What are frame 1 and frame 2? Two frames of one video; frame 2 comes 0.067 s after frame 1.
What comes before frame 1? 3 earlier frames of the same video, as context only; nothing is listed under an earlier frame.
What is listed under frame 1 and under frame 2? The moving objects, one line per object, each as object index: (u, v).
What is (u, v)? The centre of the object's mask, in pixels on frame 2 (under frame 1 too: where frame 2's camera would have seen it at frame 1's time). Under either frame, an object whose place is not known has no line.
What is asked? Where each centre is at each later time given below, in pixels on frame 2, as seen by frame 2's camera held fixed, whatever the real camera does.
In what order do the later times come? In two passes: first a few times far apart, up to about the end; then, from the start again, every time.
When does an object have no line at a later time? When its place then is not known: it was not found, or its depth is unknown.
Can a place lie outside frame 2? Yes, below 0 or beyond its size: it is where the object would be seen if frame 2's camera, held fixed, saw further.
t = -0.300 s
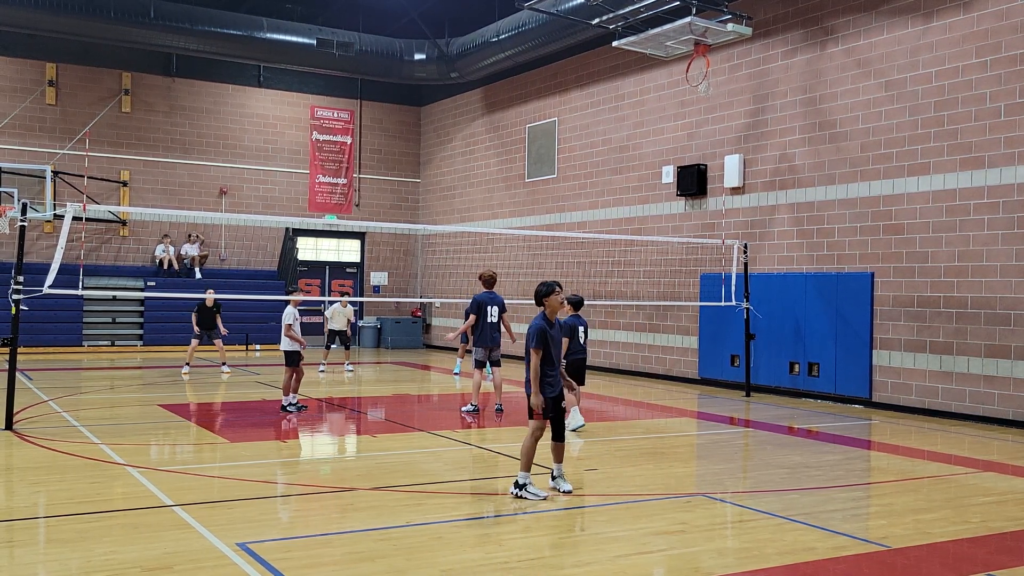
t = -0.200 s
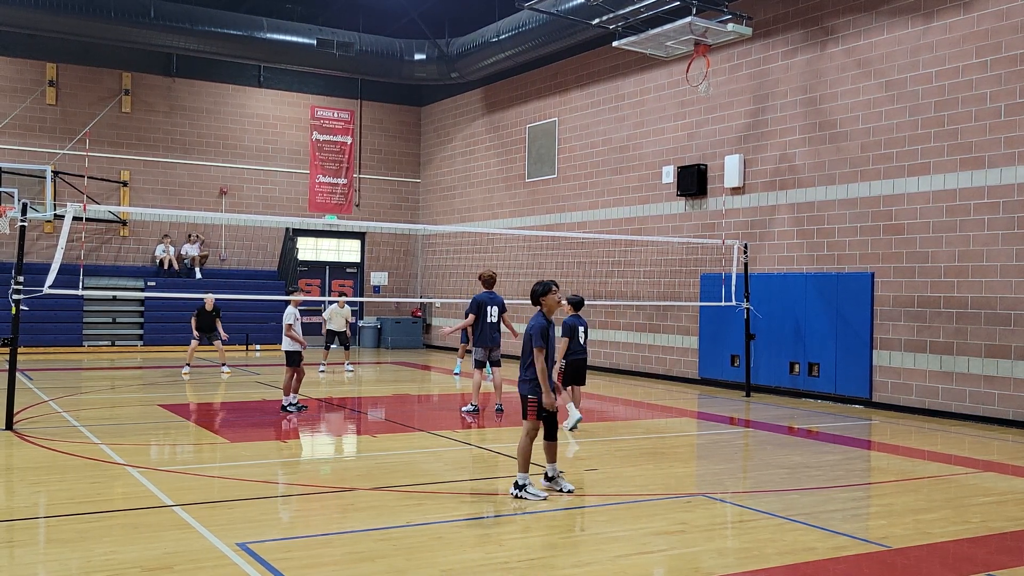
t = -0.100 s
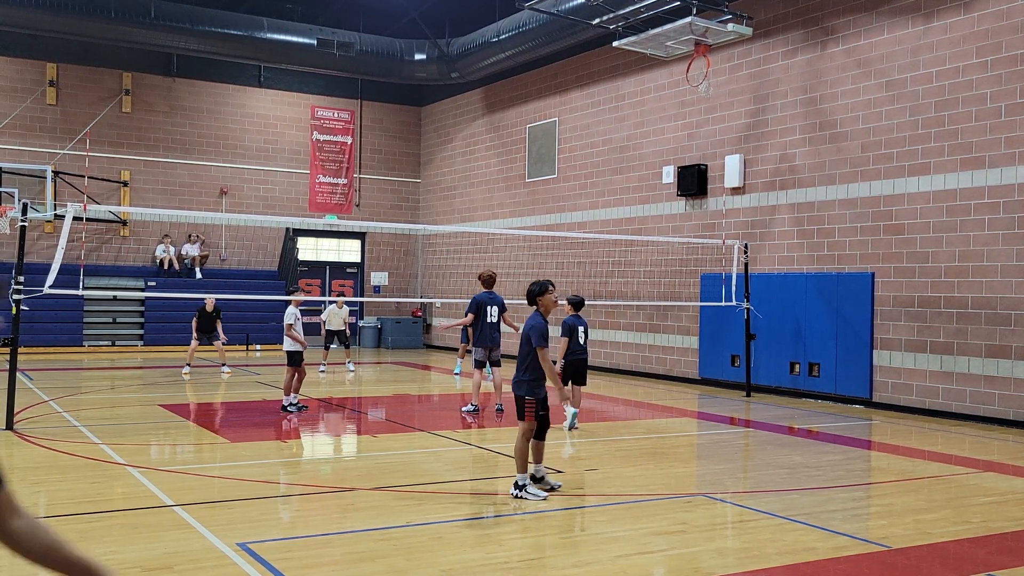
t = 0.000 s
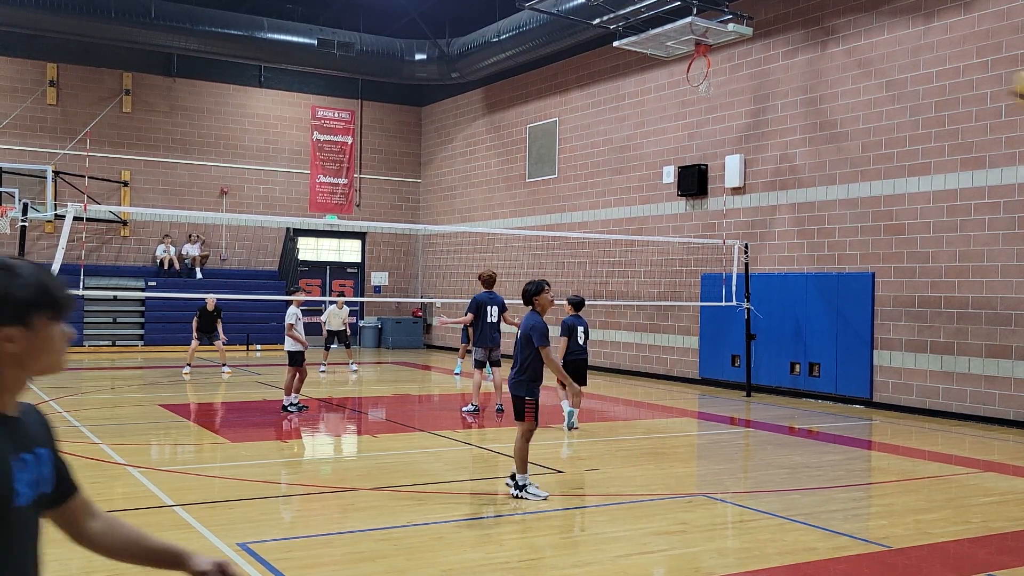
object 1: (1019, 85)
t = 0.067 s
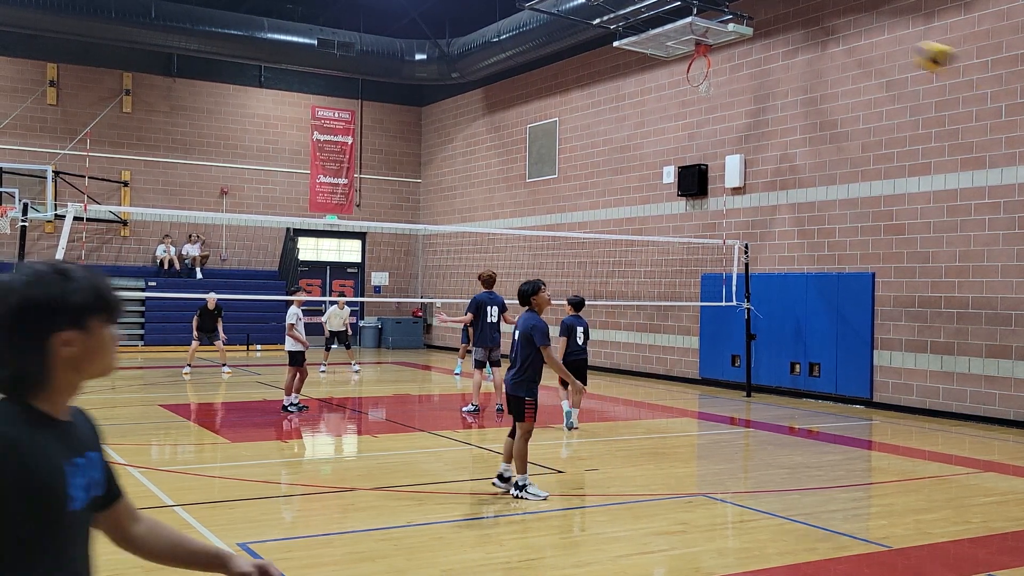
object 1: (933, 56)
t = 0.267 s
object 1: (734, 21)
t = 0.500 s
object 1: (594, 40)
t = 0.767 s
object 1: (488, 92)
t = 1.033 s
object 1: (413, 167)
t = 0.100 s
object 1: (892, 44)
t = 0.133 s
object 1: (852, 35)
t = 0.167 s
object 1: (818, 29)
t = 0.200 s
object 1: (787, 25)
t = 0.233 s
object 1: (761, 22)
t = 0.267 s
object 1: (734, 21)
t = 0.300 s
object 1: (707, 23)
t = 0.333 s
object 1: (687, 24)
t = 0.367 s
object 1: (665, 25)
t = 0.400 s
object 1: (645, 27)
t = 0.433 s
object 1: (627, 31)
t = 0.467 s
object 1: (610, 35)
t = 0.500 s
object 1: (594, 40)
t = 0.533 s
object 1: (578, 45)
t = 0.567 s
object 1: (563, 50)
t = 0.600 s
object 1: (549, 56)
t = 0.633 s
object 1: (536, 62)
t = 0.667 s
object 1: (523, 69)
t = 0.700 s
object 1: (511, 76)
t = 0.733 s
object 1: (499, 84)
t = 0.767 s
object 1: (488, 92)
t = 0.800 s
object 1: (477, 99)
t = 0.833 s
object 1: (466, 108)
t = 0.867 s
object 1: (456, 117)
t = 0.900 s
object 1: (447, 127)
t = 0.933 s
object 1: (438, 136)
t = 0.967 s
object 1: (429, 146)
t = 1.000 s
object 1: (421, 157)
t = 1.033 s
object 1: (413, 167)
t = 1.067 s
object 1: (410, 172)
